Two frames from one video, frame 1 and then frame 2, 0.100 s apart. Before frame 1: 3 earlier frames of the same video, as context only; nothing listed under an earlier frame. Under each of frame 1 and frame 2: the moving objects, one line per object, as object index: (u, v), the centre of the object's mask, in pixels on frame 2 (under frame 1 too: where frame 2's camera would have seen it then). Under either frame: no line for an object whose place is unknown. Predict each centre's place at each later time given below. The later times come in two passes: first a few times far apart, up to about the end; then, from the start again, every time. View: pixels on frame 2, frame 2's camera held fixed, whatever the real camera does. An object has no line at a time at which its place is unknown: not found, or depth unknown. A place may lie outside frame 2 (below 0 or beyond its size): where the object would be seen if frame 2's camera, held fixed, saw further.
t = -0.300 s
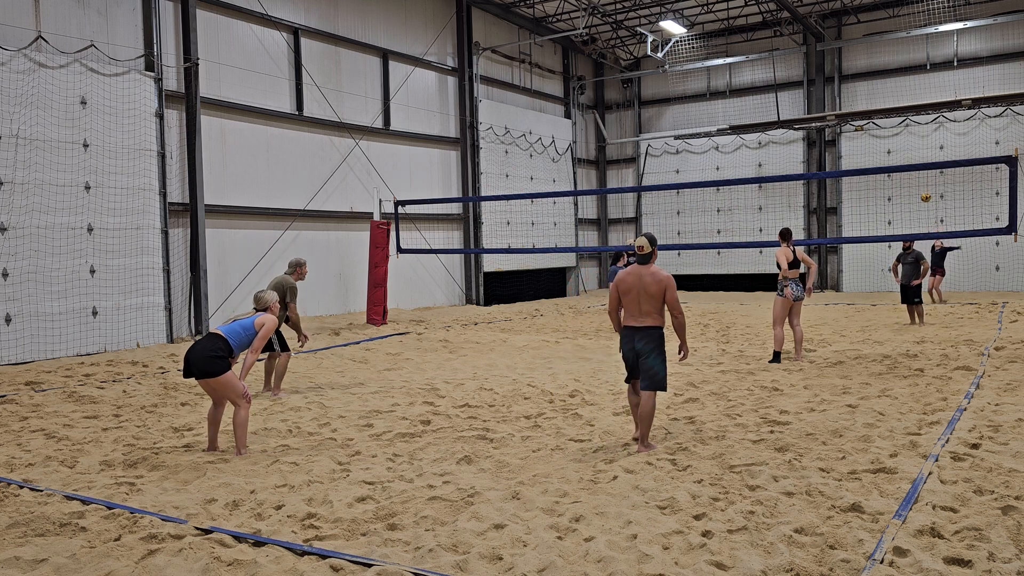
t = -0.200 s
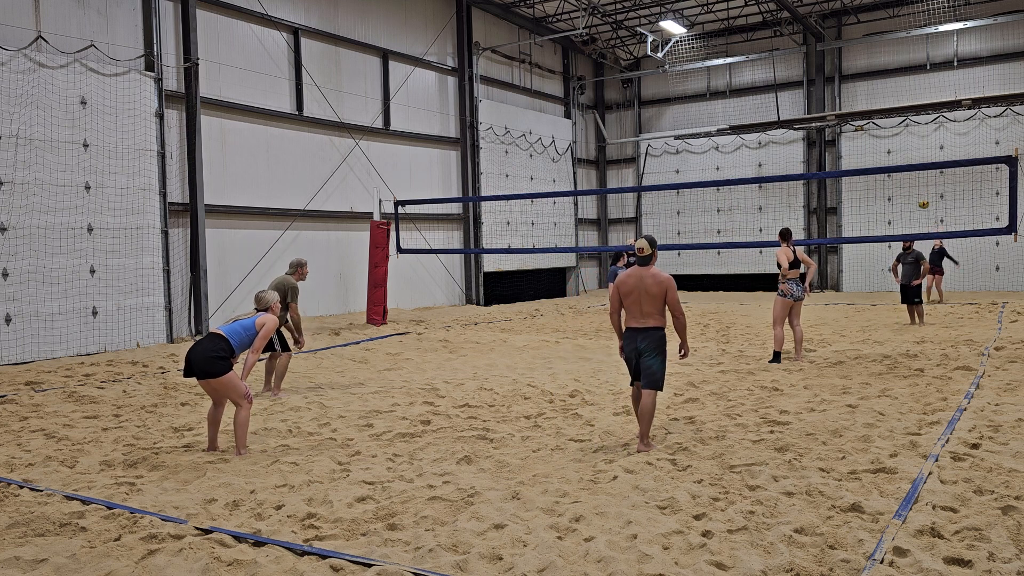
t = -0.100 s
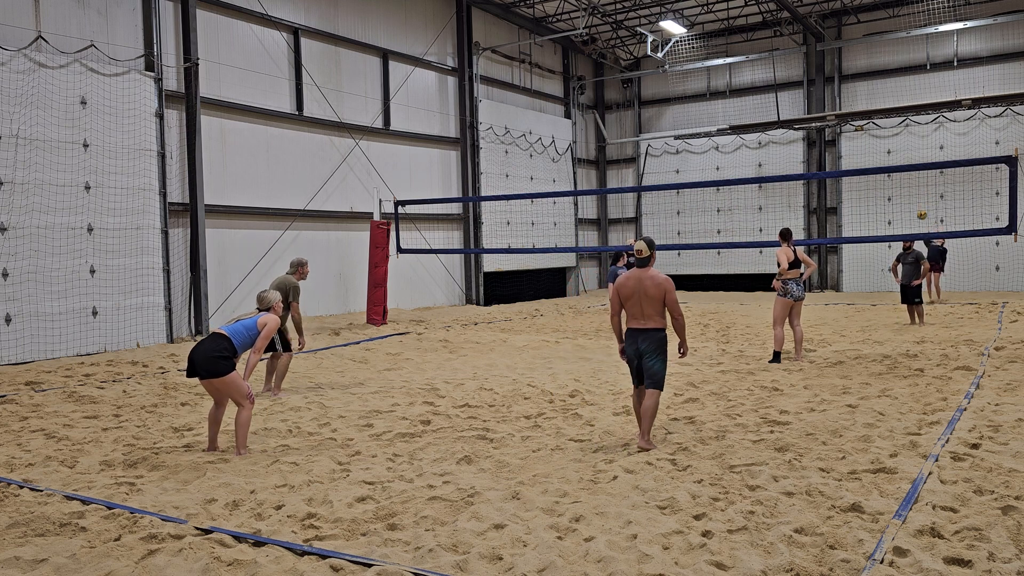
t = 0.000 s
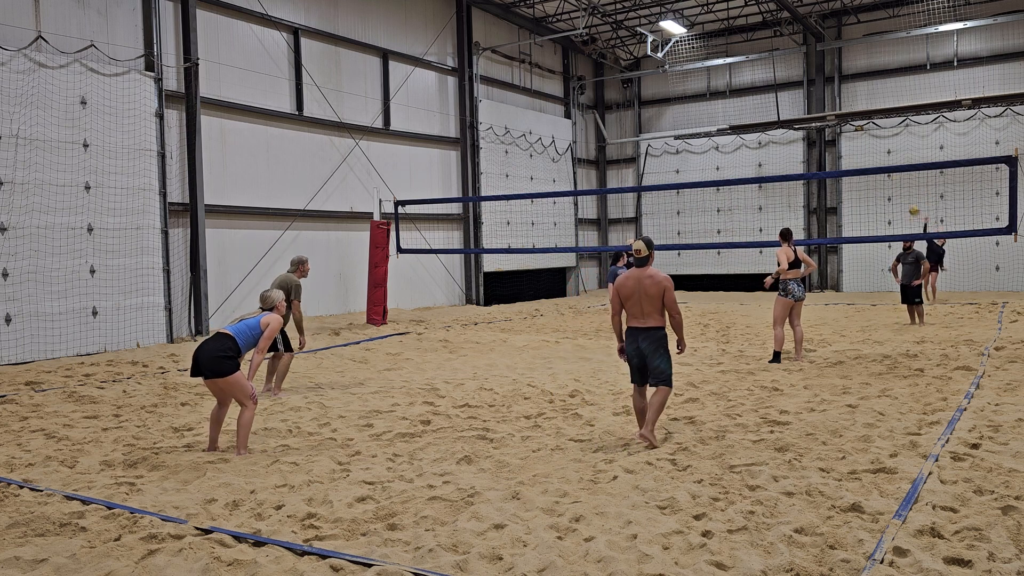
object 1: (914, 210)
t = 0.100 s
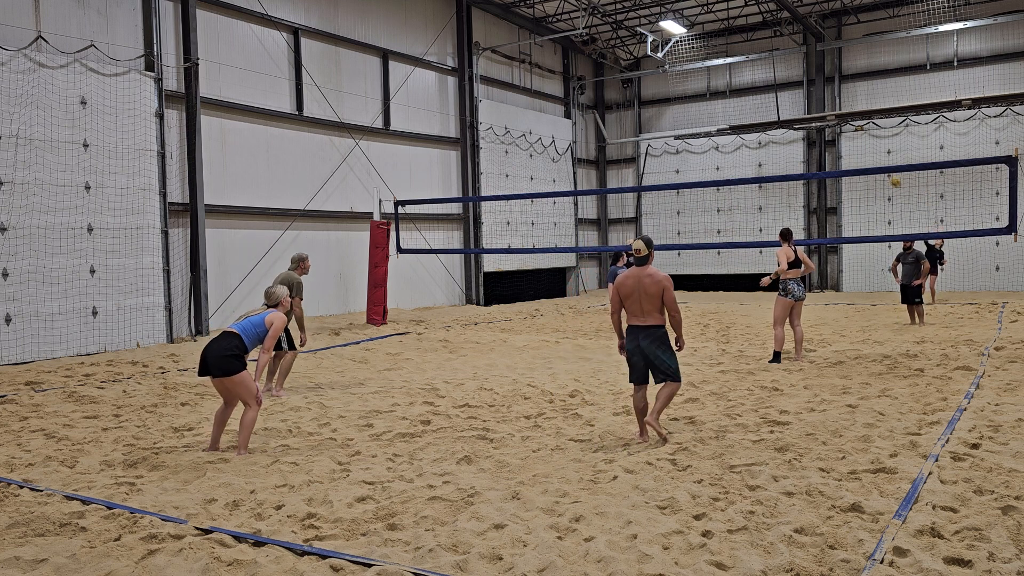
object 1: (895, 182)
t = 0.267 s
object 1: (858, 138)
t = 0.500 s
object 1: (792, 91)
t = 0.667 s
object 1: (735, 72)
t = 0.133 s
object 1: (888, 175)
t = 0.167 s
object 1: (880, 163)
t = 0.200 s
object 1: (874, 155)
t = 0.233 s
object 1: (866, 147)
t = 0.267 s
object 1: (858, 138)
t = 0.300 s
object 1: (849, 130)
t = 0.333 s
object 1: (840, 122)
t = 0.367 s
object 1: (832, 116)
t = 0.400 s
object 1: (822, 109)
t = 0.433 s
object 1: (813, 103)
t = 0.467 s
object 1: (803, 97)
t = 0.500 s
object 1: (792, 91)
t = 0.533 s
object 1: (782, 86)
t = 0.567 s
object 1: (771, 83)
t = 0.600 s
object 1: (759, 79)
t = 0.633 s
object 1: (747, 75)
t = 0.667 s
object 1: (735, 72)
